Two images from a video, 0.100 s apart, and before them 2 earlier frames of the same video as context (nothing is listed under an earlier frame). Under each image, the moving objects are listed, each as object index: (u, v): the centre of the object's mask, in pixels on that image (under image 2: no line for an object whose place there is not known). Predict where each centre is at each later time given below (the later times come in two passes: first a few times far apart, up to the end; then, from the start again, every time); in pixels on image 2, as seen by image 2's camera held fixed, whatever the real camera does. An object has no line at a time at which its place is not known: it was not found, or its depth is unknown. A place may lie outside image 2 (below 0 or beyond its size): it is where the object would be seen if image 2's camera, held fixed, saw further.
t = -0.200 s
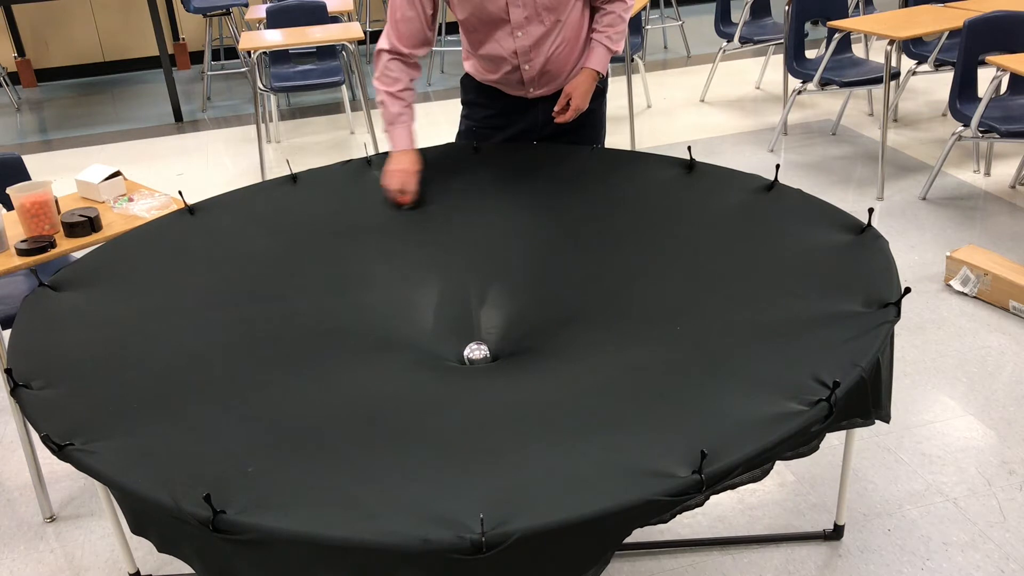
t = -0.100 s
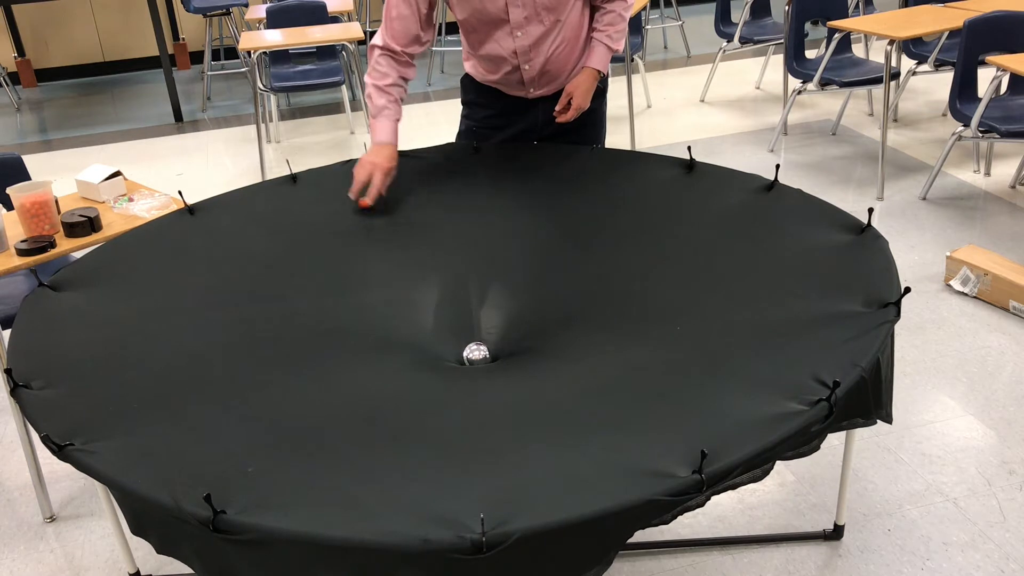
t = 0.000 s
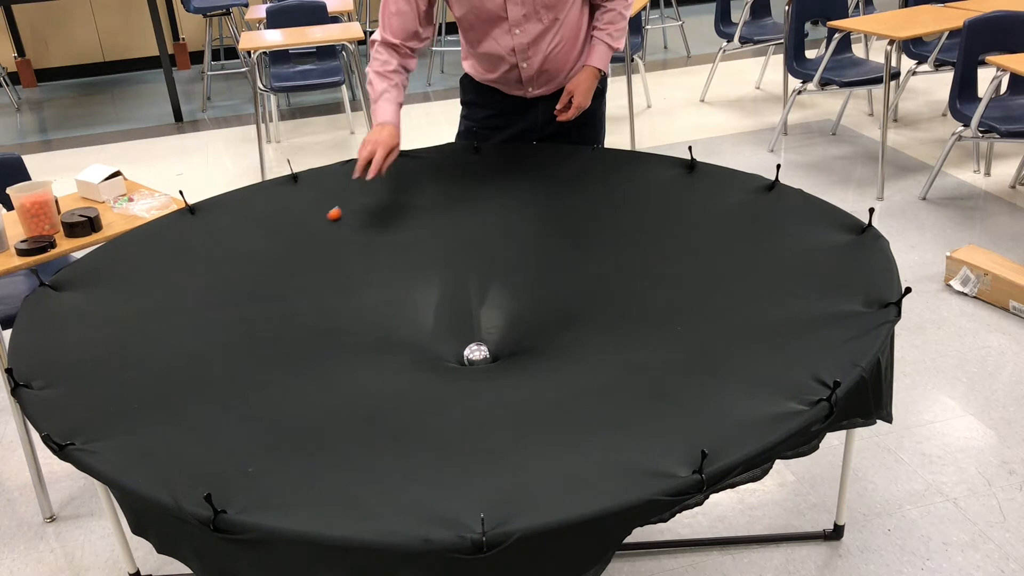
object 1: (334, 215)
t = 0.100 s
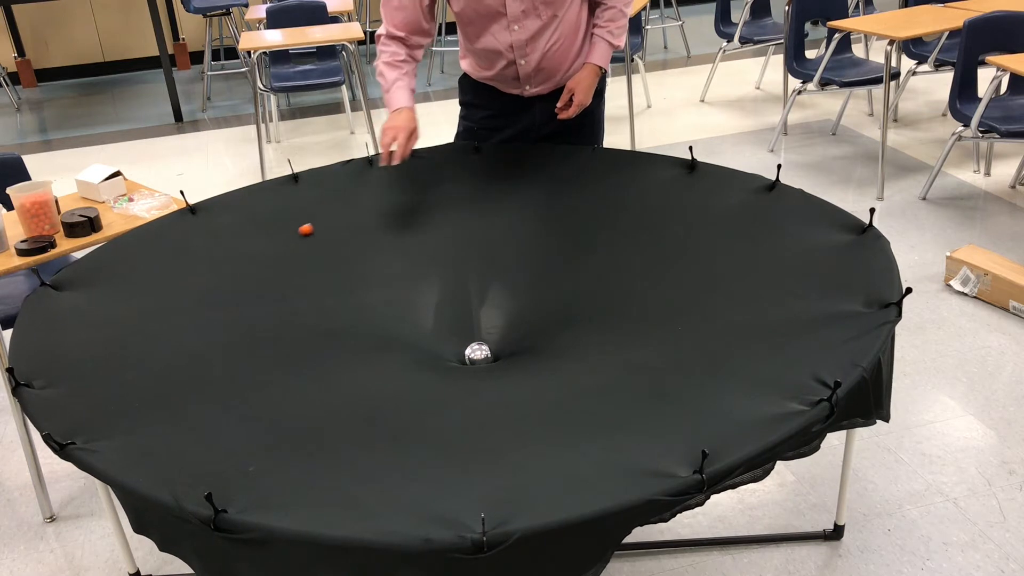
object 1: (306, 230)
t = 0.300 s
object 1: (258, 260)
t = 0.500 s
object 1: (225, 297)
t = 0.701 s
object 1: (215, 339)
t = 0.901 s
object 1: (236, 380)
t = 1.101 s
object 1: (292, 413)
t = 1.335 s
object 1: (393, 436)
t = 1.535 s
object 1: (493, 436)
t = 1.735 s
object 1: (588, 419)
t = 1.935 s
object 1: (661, 389)
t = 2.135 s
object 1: (704, 353)
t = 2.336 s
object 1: (712, 318)
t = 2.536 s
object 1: (688, 286)
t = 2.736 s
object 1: (640, 262)
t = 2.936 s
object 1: (573, 248)
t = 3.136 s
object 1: (496, 246)
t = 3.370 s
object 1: (402, 257)
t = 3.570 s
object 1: (335, 271)
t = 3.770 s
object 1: (290, 293)
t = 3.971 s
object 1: (274, 322)
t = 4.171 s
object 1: (292, 353)
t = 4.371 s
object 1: (348, 378)
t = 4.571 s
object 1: (432, 387)
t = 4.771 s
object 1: (525, 377)
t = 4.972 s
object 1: (598, 347)
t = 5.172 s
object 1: (631, 309)
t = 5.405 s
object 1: (619, 272)
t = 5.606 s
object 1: (583, 253)
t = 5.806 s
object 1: (532, 251)
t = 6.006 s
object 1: (471, 266)
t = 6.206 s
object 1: (409, 294)
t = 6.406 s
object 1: (373, 329)
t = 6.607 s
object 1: (381, 361)
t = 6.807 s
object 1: (428, 379)
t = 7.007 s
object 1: (492, 379)
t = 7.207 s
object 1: (550, 364)
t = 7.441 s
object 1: (584, 333)
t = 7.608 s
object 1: (575, 308)
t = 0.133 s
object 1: (297, 233)
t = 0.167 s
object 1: (289, 237)
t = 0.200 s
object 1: (281, 242)
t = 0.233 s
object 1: (272, 248)
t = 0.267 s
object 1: (265, 254)
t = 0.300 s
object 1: (258, 260)
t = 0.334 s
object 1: (251, 265)
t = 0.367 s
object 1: (245, 270)
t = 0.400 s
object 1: (239, 277)
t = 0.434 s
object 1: (234, 283)
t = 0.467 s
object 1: (229, 290)
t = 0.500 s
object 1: (225, 297)
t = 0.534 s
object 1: (222, 304)
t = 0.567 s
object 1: (219, 310)
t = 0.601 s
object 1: (217, 317)
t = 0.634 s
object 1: (215, 324)
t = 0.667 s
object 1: (215, 331)
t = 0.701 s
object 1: (215, 339)
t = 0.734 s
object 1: (216, 346)
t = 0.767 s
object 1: (218, 353)
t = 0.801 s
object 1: (221, 360)
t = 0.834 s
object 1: (225, 366)
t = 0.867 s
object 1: (230, 373)
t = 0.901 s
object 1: (236, 380)
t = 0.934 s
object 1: (243, 386)
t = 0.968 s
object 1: (251, 392)
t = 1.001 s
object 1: (260, 398)
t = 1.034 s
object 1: (270, 403)
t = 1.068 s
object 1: (281, 408)
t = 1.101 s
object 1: (292, 413)
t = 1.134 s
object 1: (305, 418)
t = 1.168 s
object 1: (318, 422)
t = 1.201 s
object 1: (332, 426)
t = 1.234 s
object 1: (346, 429)
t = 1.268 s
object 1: (362, 432)
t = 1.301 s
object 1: (377, 434)
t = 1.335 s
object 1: (393, 436)
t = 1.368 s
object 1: (409, 437)
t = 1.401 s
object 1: (426, 438)
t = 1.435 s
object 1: (443, 438)
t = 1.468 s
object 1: (459, 438)
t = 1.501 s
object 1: (476, 437)
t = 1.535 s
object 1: (493, 436)
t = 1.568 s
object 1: (510, 434)
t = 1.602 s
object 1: (526, 432)
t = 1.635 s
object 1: (542, 430)
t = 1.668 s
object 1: (558, 426)
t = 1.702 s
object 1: (573, 423)
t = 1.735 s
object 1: (588, 419)
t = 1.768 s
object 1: (602, 415)
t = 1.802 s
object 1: (615, 410)
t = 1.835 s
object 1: (628, 405)
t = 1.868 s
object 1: (640, 400)
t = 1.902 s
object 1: (651, 394)
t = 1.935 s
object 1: (661, 389)
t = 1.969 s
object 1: (671, 383)
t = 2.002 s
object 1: (679, 377)
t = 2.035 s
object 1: (687, 371)
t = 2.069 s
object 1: (693, 365)
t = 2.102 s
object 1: (699, 359)
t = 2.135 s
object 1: (704, 353)
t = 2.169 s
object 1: (708, 347)
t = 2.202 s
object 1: (711, 341)
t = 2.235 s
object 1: (712, 335)
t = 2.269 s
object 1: (713, 329)
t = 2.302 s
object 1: (713, 323)
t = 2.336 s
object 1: (712, 318)
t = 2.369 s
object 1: (710, 312)
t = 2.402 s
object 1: (707, 306)
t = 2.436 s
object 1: (703, 301)
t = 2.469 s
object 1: (698, 296)
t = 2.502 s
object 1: (693, 291)
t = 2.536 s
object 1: (688, 286)
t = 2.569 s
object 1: (681, 281)
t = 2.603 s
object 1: (674, 277)
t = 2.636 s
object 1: (667, 272)
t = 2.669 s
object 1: (658, 269)
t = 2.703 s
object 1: (650, 265)
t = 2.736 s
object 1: (640, 262)
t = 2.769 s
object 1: (630, 259)
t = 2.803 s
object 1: (620, 256)
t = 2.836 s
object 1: (608, 254)
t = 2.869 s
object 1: (597, 252)
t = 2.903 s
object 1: (585, 250)
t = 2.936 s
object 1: (573, 248)
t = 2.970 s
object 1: (561, 247)
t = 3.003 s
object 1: (548, 246)
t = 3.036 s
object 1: (535, 246)
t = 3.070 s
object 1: (522, 246)
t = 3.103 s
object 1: (509, 246)
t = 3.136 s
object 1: (496, 246)
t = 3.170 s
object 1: (482, 247)
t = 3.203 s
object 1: (469, 248)
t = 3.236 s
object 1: (455, 250)
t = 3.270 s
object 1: (441, 251)
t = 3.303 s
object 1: (428, 253)
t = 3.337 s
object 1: (415, 255)
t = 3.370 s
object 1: (402, 257)
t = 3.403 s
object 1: (389, 259)
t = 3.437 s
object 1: (377, 261)
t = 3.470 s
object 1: (365, 263)
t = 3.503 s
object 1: (354, 265)
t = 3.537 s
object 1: (344, 268)
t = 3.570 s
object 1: (335, 271)
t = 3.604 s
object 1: (325, 274)
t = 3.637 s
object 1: (317, 277)
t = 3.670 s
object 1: (309, 281)
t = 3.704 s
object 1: (302, 285)
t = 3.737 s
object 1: (296, 289)
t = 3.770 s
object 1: (290, 293)
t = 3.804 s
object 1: (285, 297)
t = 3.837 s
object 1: (282, 302)
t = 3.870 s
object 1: (278, 307)
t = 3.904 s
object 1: (276, 312)
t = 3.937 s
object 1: (275, 317)
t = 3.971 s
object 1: (274, 322)
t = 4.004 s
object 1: (275, 327)
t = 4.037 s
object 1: (276, 332)
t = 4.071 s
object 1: (278, 338)
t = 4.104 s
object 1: (282, 343)
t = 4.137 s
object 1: (286, 348)
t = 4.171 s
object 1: (292, 353)
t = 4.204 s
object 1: (299, 358)
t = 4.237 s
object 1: (307, 363)
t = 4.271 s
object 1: (315, 367)
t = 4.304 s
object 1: (325, 371)
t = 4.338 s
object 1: (336, 375)
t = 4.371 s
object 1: (348, 378)
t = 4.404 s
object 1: (360, 381)
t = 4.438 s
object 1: (374, 383)
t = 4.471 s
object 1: (388, 385)
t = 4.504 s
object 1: (402, 386)
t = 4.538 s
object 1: (417, 387)
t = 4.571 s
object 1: (432, 387)
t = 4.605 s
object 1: (448, 387)
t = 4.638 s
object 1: (464, 386)
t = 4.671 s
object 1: (480, 385)
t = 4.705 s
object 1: (495, 383)
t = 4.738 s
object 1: (510, 380)
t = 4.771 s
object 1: (525, 377)
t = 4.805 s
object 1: (540, 373)
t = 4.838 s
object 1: (553, 369)
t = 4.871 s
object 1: (566, 364)
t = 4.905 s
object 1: (578, 359)
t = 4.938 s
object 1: (589, 353)
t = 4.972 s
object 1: (598, 347)
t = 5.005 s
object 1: (606, 341)
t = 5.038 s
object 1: (613, 335)
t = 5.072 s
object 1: (619, 328)
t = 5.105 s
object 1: (624, 322)
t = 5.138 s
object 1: (628, 315)
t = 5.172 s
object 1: (631, 309)
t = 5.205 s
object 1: (632, 302)
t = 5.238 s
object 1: (632, 297)
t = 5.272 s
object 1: (631, 291)
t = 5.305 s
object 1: (629, 286)
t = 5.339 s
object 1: (627, 281)
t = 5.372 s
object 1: (623, 276)
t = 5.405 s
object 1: (619, 272)
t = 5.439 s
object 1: (614, 267)
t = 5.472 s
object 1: (609, 264)
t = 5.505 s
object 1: (604, 260)
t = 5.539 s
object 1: (597, 258)
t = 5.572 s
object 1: (590, 255)
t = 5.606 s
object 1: (583, 253)
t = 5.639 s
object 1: (575, 252)
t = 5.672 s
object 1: (567, 251)
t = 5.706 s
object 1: (559, 250)
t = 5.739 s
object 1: (550, 250)
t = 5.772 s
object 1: (541, 250)
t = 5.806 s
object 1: (532, 251)
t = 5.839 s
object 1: (522, 252)
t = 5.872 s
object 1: (512, 254)
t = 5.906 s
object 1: (502, 256)
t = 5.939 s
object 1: (492, 259)
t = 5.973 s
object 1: (481, 262)
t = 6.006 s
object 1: (471, 266)
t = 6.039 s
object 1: (460, 270)
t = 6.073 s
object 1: (449, 274)
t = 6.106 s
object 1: (439, 279)
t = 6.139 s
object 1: (428, 284)
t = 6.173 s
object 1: (418, 289)
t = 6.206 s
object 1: (409, 294)
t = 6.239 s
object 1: (401, 300)
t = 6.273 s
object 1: (393, 305)
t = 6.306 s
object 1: (387, 310)
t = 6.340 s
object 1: (381, 317)
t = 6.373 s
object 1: (377, 323)
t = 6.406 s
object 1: (373, 329)
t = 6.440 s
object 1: (371, 335)
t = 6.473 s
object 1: (371, 340)
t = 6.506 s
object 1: (371, 346)
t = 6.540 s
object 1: (374, 352)
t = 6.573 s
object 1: (377, 357)
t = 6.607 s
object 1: (381, 361)
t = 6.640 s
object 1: (387, 365)
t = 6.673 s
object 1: (393, 369)
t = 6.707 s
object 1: (401, 372)
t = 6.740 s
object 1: (409, 375)
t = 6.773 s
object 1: (418, 377)
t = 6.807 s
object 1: (428, 379)
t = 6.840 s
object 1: (438, 380)
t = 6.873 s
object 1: (448, 381)
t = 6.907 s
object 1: (459, 381)
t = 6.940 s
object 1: (470, 381)
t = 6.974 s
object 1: (481, 381)
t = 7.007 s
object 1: (492, 379)
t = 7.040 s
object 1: (503, 378)
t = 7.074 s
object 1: (513, 376)
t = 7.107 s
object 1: (523, 374)
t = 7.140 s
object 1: (533, 371)
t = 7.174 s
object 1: (542, 368)
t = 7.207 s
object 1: (550, 364)
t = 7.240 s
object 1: (558, 361)
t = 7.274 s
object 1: (564, 357)
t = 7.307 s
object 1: (570, 352)
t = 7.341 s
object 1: (575, 348)
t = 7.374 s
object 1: (579, 343)
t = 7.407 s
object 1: (582, 338)
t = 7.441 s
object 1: (584, 333)
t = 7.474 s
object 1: (584, 328)
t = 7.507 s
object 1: (584, 323)
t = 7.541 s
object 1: (581, 317)
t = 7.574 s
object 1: (579, 312)
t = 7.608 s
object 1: (575, 308)
